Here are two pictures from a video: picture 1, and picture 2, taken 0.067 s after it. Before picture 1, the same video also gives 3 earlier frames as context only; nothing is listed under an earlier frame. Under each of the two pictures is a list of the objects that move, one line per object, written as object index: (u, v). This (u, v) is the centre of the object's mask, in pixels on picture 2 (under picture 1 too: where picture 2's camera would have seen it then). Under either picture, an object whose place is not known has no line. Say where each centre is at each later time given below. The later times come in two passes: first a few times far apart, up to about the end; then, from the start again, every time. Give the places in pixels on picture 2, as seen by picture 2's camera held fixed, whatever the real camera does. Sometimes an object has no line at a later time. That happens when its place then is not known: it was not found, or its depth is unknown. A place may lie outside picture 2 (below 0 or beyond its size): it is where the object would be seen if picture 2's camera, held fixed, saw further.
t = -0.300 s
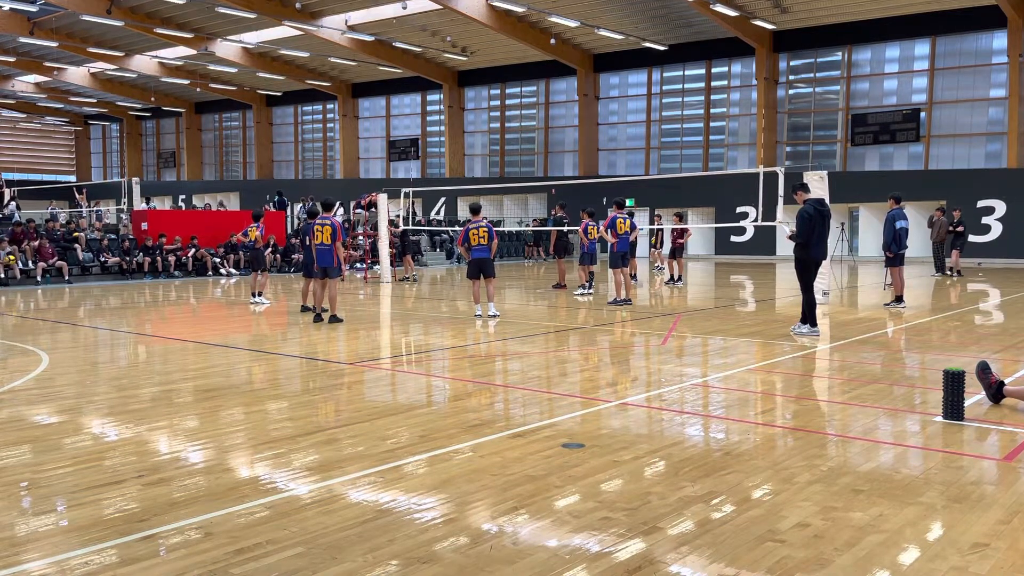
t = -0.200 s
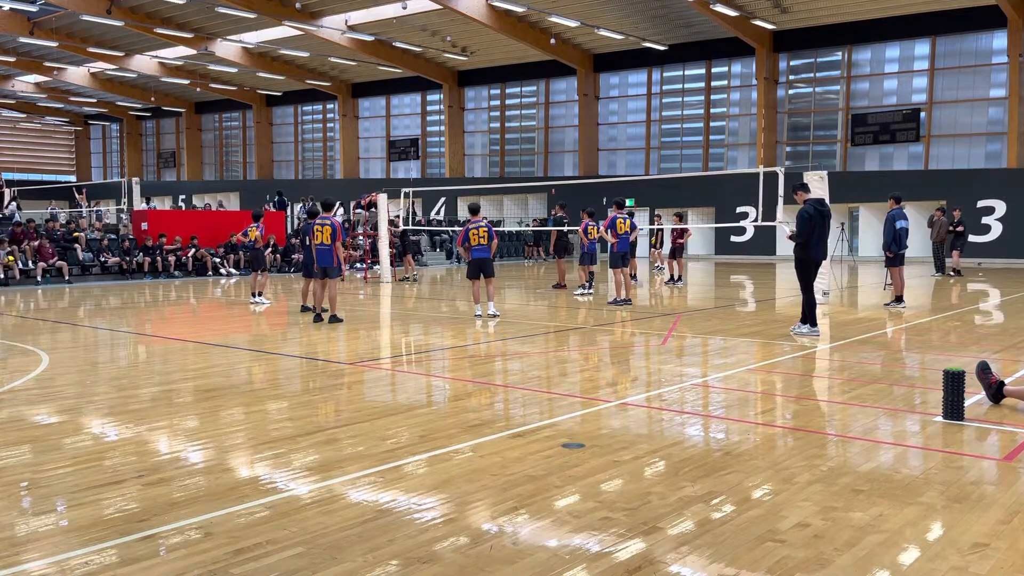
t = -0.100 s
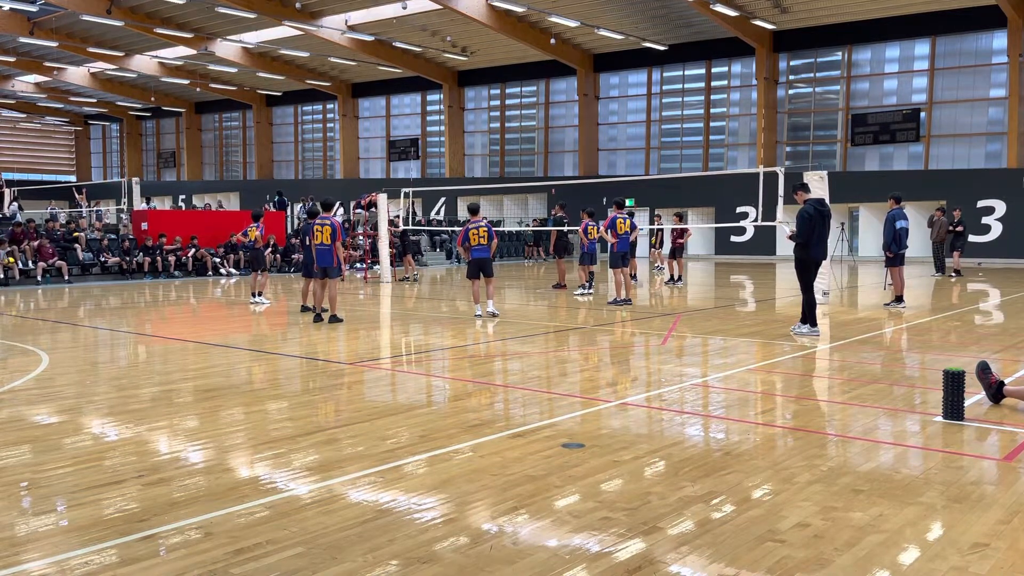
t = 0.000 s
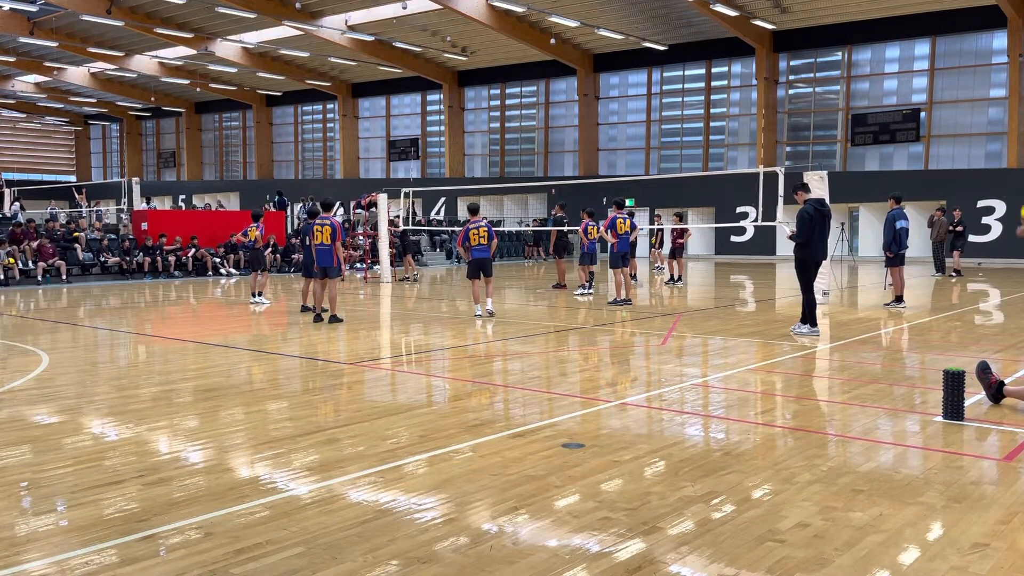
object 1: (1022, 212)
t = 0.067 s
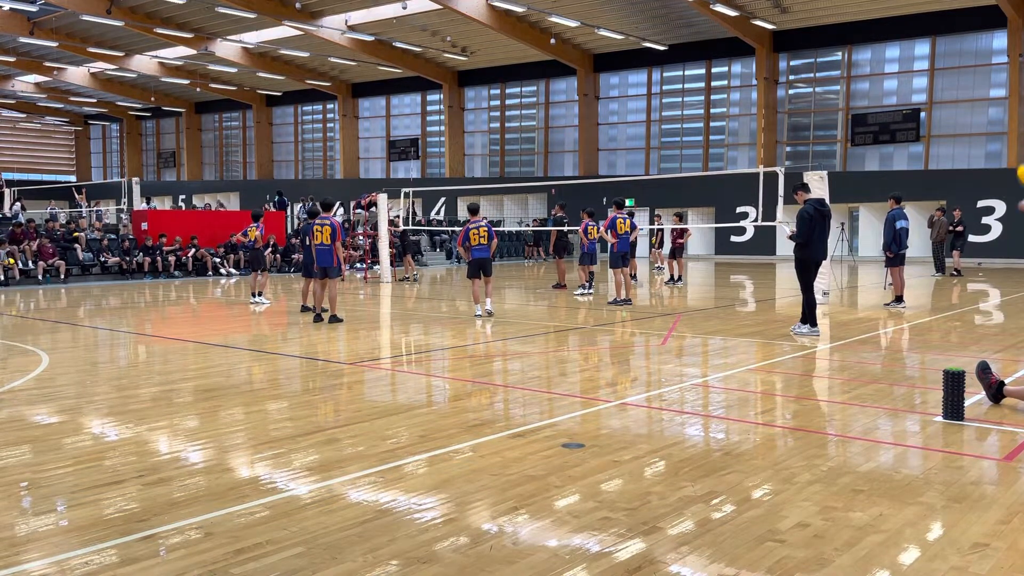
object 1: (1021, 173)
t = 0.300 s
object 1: (1015, 71)
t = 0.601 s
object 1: (1001, 34)
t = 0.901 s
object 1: (983, 94)
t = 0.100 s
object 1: (1020, 155)
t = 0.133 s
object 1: (1019, 137)
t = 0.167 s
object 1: (1019, 122)
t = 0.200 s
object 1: (1018, 107)
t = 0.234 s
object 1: (1017, 94)
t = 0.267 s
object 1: (1016, 82)
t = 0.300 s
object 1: (1015, 71)
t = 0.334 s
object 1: (1014, 62)
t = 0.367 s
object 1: (1013, 54)
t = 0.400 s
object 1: (1012, 47)
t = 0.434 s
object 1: (1010, 42)
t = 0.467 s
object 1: (1008, 38)
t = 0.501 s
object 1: (1007, 35)
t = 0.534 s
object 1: (1005, 34)
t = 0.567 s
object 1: (1003, 34)
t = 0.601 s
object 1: (1001, 34)
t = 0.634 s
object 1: (999, 36)
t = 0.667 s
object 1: (997, 40)
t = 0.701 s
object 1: (995, 44)
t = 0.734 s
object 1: (994, 50)
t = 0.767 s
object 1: (991, 56)
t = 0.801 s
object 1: (990, 64)
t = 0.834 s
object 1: (987, 73)
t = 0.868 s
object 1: (985, 83)
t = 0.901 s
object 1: (983, 94)
